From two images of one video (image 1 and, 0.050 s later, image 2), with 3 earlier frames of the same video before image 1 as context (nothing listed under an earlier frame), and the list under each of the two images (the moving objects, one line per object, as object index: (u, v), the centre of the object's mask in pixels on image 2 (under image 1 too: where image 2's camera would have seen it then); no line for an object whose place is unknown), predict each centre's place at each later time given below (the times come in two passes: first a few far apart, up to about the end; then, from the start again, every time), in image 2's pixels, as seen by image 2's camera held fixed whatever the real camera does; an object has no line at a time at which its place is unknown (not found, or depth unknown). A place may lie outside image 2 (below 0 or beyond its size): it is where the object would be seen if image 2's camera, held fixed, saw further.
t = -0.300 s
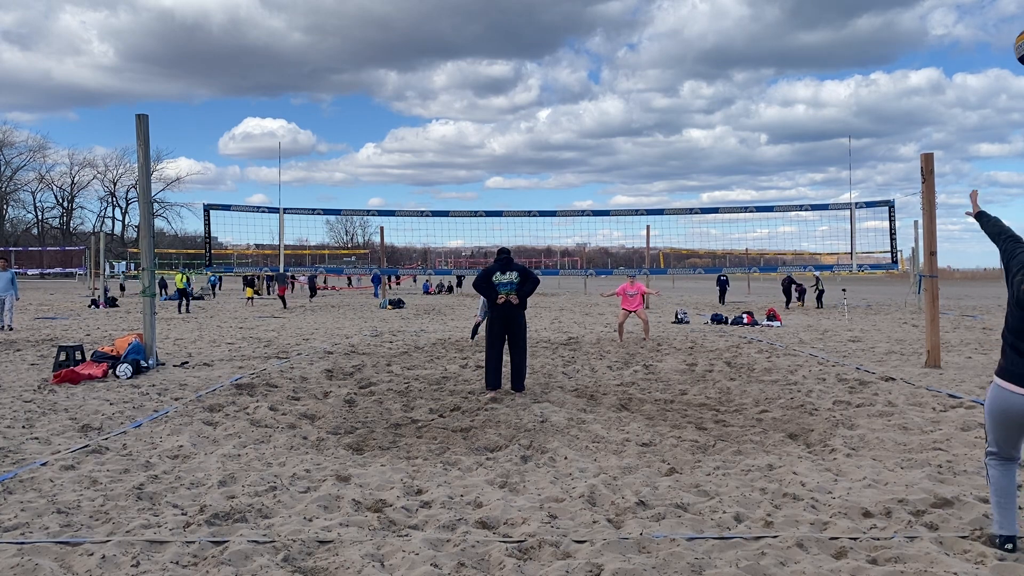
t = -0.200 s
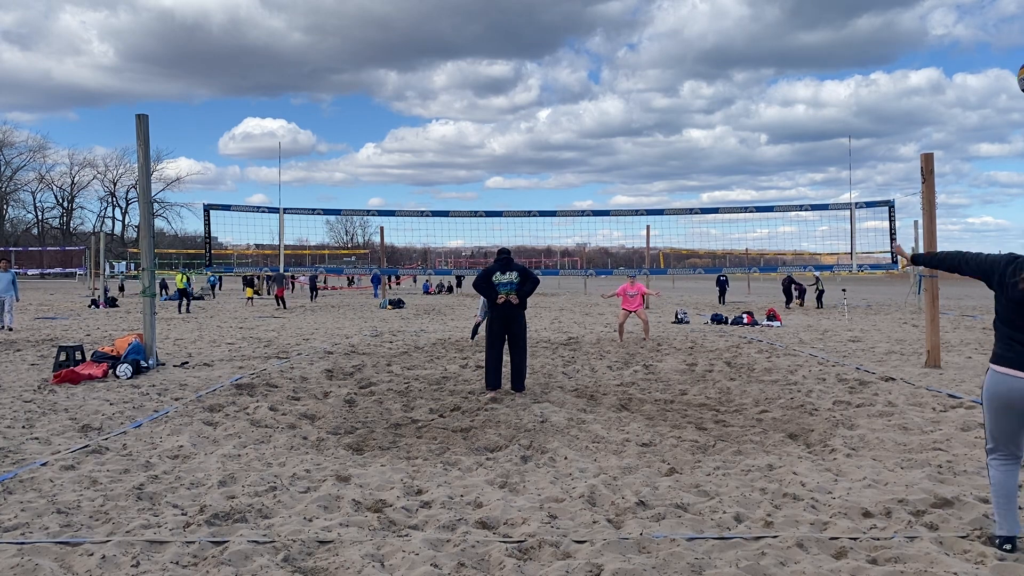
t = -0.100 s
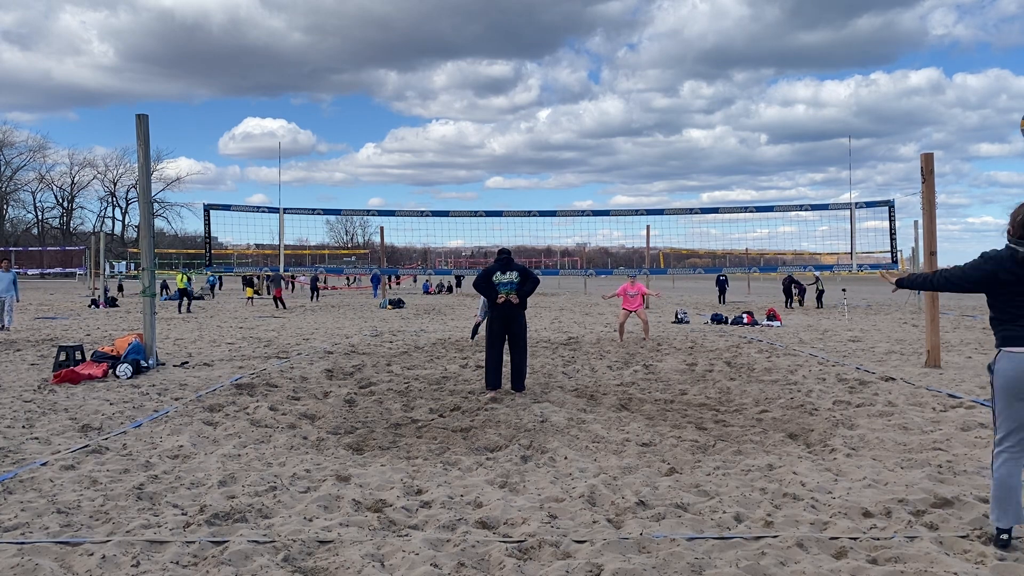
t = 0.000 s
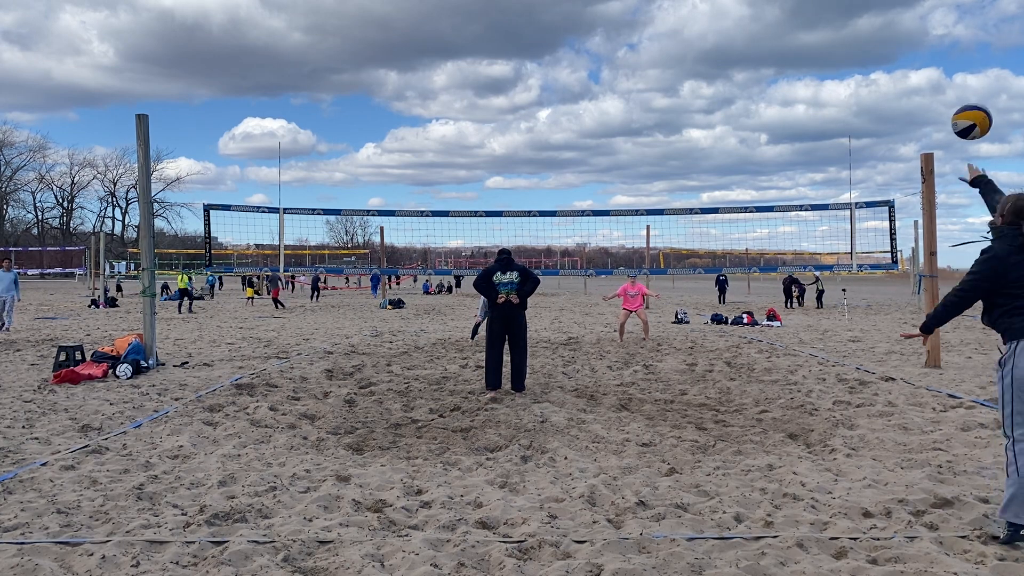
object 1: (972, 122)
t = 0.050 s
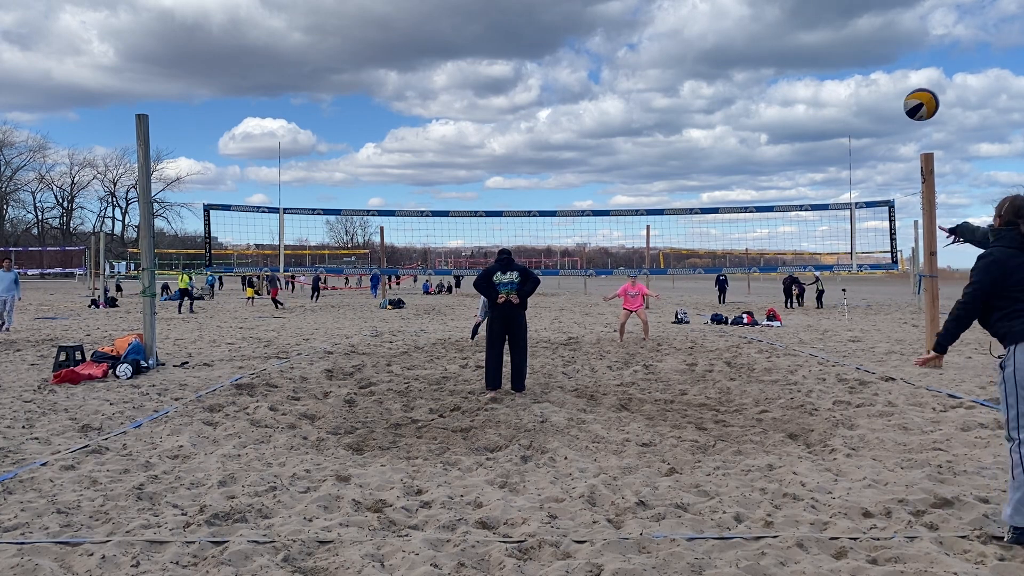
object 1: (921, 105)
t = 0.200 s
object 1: (821, 84)
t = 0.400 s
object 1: (748, 96)
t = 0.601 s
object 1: (702, 132)
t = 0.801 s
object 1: (670, 178)
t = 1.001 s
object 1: (647, 230)
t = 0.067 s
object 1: (907, 100)
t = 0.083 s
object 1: (893, 96)
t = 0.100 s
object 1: (881, 93)
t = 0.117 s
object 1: (869, 90)
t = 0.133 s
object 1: (858, 88)
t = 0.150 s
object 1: (848, 86)
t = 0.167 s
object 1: (838, 85)
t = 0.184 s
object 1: (829, 84)
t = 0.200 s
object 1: (821, 84)
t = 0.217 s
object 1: (813, 84)
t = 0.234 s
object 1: (806, 84)
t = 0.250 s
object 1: (798, 84)
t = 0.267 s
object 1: (792, 84)
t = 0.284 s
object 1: (785, 85)
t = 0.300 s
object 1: (779, 86)
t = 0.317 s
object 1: (773, 87)
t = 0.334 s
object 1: (768, 89)
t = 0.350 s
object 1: (763, 90)
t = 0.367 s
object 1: (758, 92)
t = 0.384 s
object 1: (753, 94)
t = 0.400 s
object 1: (748, 96)
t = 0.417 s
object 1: (744, 99)
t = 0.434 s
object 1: (739, 101)
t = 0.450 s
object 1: (735, 104)
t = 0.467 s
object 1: (731, 106)
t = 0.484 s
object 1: (727, 109)
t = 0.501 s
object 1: (723, 112)
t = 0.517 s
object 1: (719, 115)
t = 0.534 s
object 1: (716, 119)
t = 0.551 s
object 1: (712, 122)
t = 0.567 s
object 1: (709, 125)
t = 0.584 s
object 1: (705, 128)
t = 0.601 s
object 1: (702, 132)
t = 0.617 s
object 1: (699, 136)
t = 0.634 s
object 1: (696, 139)
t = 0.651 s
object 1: (693, 143)
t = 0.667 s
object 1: (690, 147)
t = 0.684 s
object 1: (687, 150)
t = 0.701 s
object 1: (684, 154)
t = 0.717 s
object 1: (682, 158)
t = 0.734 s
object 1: (679, 162)
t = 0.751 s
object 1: (677, 166)
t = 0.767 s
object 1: (674, 170)
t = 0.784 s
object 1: (672, 174)
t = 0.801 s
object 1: (670, 178)
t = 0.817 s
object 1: (667, 183)
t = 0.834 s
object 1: (665, 187)
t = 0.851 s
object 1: (663, 191)
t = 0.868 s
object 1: (661, 195)
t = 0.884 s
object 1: (659, 199)
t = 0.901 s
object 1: (657, 203)
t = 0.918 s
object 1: (655, 206)
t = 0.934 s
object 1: (654, 208)
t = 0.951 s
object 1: (652, 219)
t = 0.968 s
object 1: (651, 221)
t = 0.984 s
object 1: (649, 226)
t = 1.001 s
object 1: (647, 230)
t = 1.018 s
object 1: (646, 234)
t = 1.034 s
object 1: (645, 238)
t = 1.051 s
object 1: (643, 243)
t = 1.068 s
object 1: (643, 248)
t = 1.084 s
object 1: (641, 252)
